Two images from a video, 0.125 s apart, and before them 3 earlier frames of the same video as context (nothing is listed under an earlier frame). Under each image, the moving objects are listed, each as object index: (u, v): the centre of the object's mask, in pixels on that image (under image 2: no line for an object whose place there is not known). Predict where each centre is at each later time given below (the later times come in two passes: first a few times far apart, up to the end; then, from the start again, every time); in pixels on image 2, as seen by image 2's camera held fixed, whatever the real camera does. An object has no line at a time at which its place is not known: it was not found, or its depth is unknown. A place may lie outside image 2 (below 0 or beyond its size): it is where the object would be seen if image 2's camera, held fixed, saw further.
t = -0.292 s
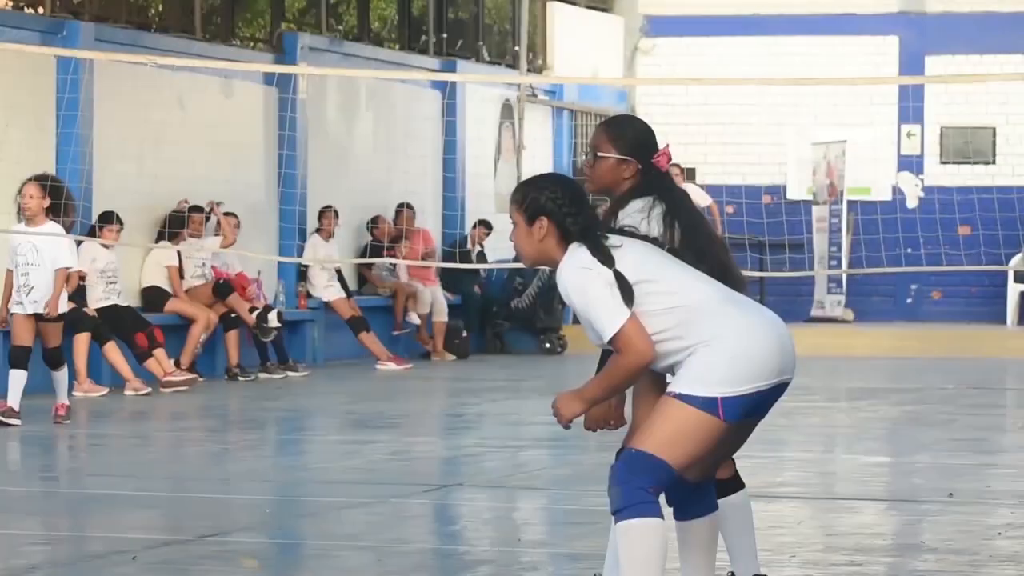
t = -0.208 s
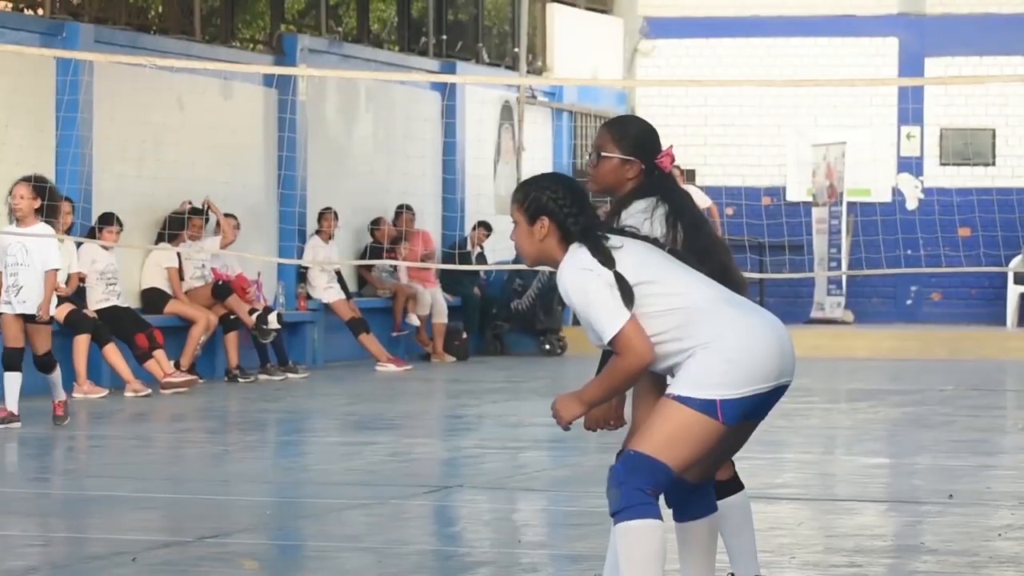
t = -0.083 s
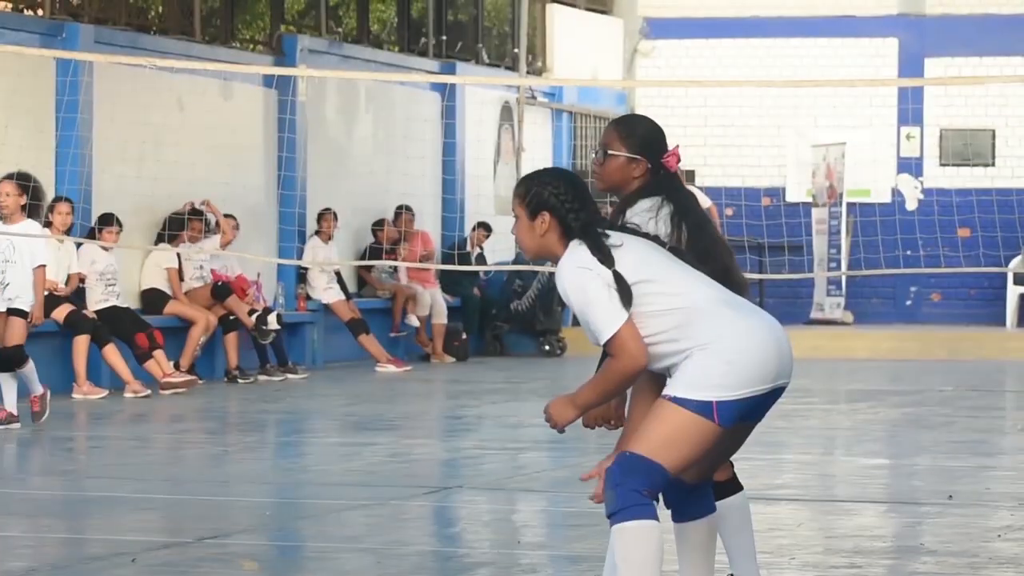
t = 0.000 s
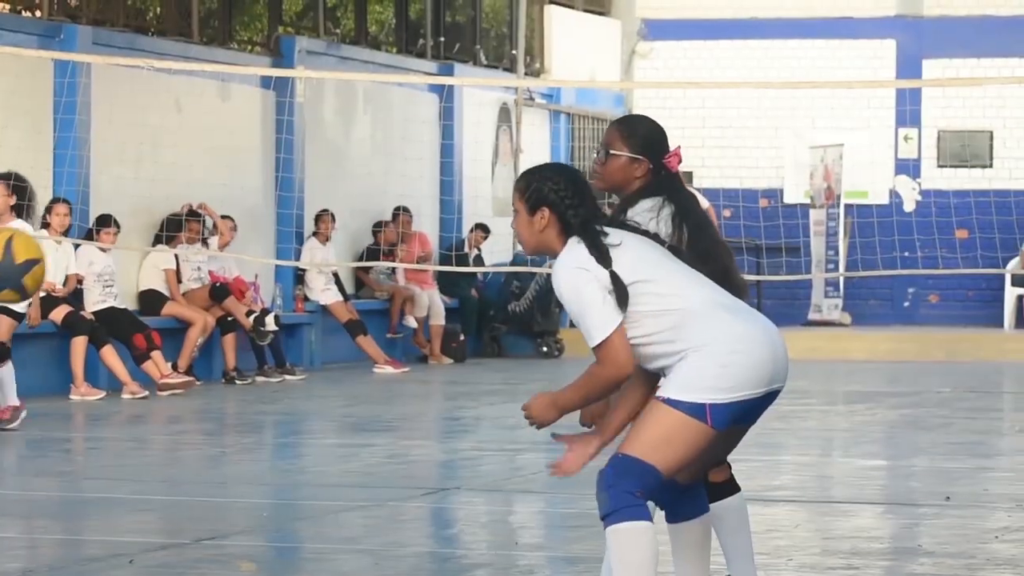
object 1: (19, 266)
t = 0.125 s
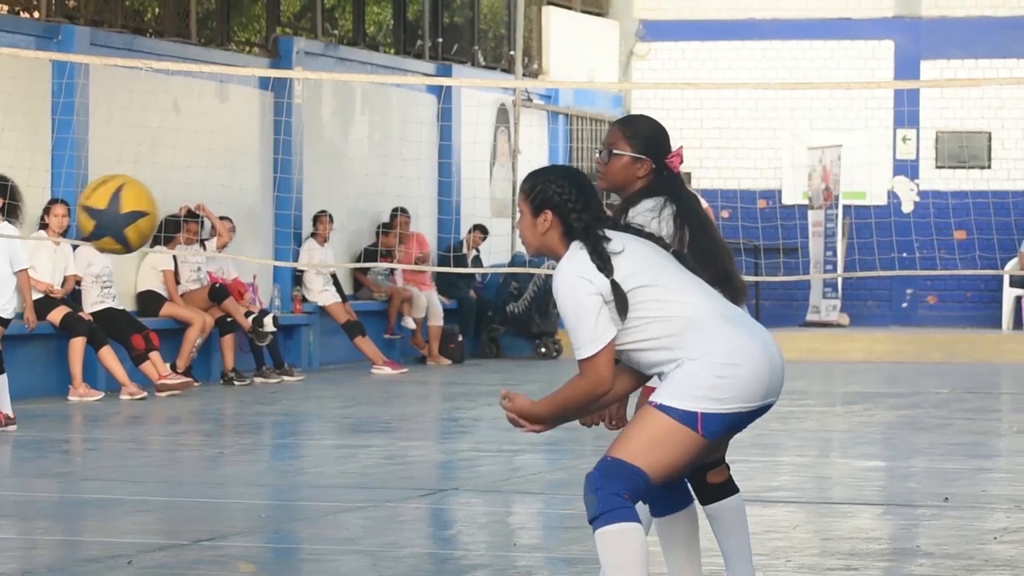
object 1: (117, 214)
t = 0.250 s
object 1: (248, 214)
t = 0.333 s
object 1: (330, 249)
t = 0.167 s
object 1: (166, 207)
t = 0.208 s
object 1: (199, 207)
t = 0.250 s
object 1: (248, 214)
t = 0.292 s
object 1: (280, 225)
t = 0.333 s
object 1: (330, 249)
